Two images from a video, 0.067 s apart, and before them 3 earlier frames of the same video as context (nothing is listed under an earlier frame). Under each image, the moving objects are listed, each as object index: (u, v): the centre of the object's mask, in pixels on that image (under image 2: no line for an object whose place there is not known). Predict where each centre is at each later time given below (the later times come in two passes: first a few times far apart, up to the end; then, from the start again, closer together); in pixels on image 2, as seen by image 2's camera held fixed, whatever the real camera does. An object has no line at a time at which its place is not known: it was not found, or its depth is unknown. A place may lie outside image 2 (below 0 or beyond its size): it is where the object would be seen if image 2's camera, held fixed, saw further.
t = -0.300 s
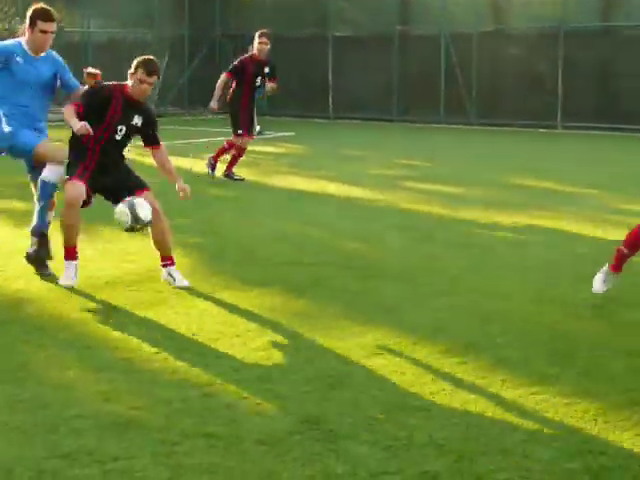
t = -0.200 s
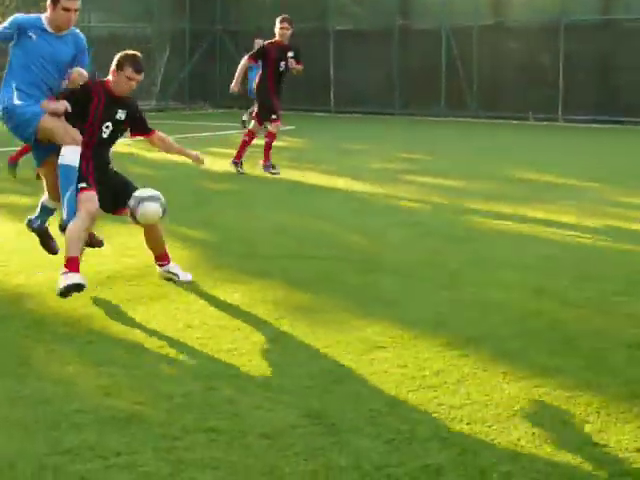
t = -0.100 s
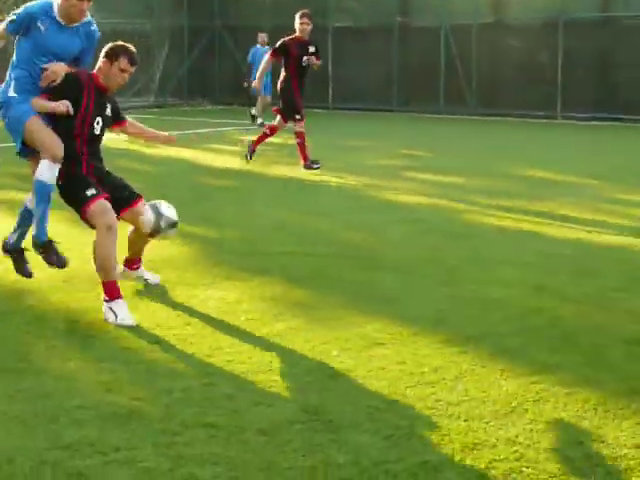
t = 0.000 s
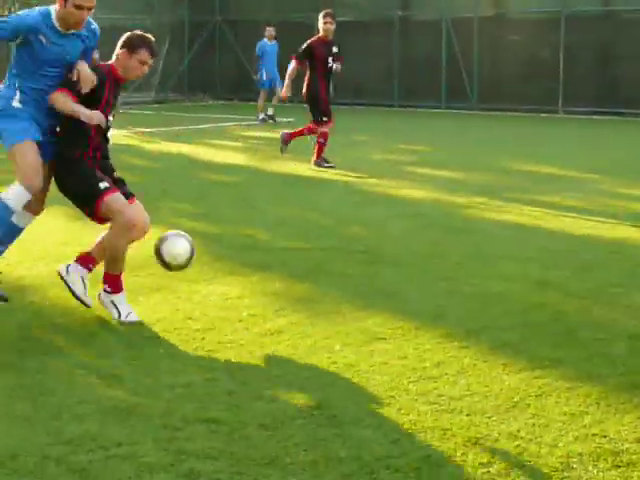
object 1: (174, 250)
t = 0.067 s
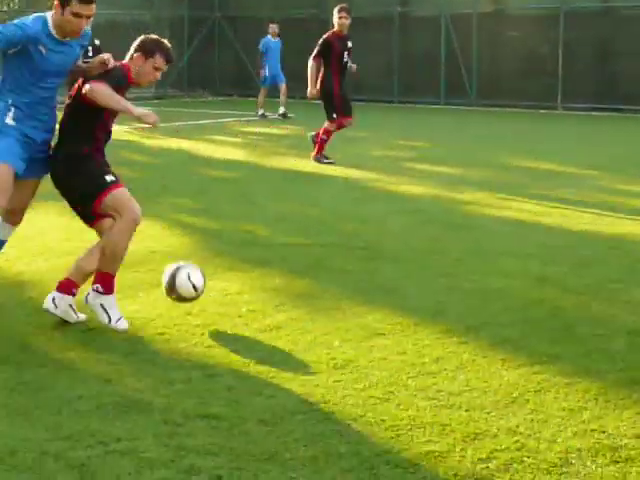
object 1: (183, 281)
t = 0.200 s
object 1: (199, 278)
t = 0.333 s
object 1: (223, 274)
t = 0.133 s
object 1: (202, 294)
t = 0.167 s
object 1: (195, 287)
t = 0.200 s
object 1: (199, 278)
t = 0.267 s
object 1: (218, 274)
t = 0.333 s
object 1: (223, 274)
